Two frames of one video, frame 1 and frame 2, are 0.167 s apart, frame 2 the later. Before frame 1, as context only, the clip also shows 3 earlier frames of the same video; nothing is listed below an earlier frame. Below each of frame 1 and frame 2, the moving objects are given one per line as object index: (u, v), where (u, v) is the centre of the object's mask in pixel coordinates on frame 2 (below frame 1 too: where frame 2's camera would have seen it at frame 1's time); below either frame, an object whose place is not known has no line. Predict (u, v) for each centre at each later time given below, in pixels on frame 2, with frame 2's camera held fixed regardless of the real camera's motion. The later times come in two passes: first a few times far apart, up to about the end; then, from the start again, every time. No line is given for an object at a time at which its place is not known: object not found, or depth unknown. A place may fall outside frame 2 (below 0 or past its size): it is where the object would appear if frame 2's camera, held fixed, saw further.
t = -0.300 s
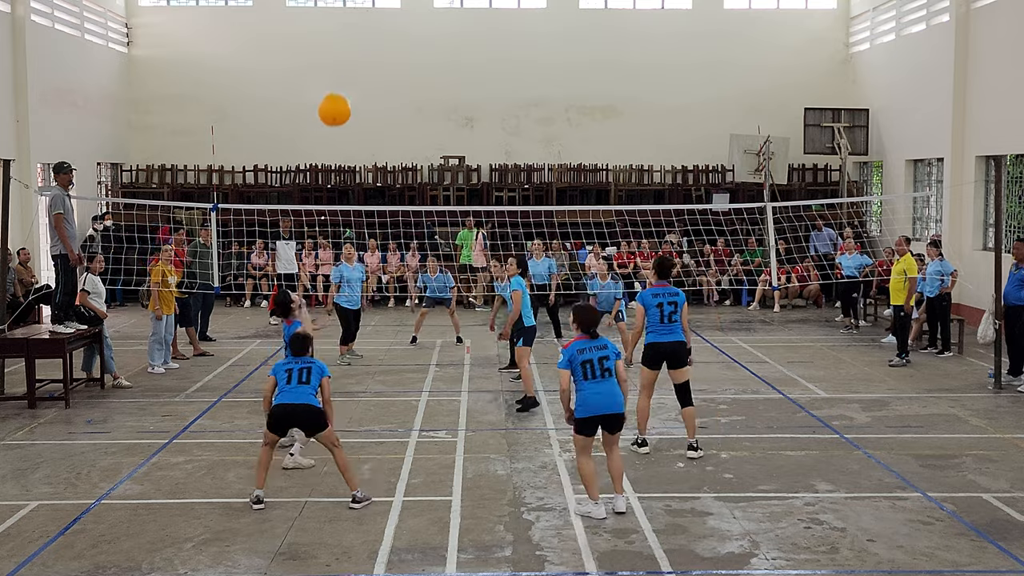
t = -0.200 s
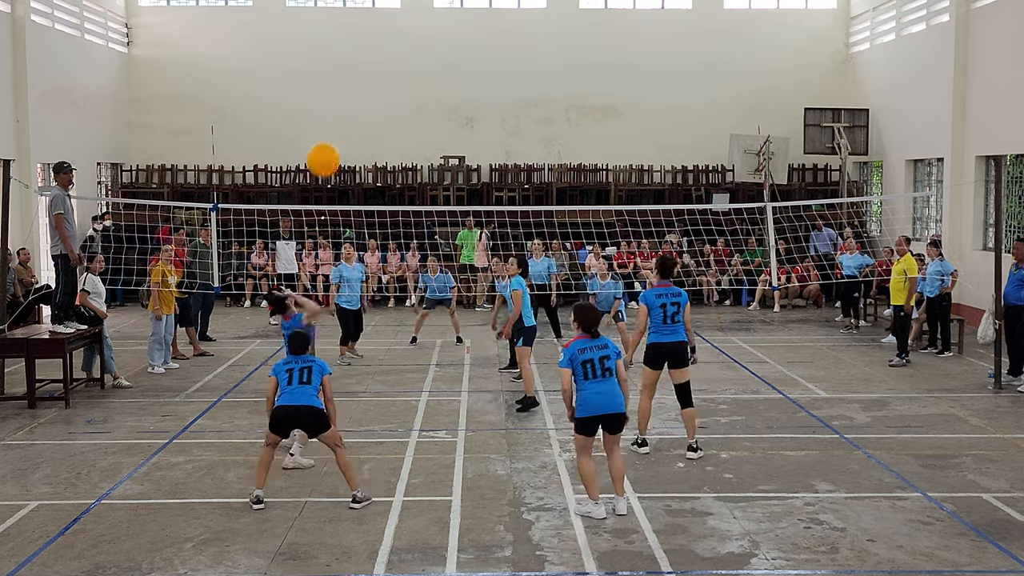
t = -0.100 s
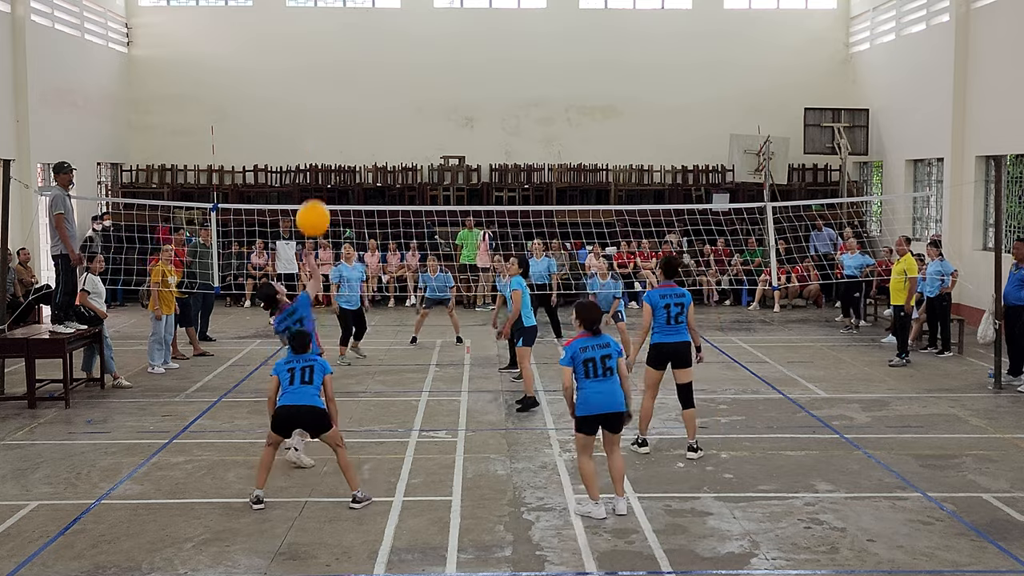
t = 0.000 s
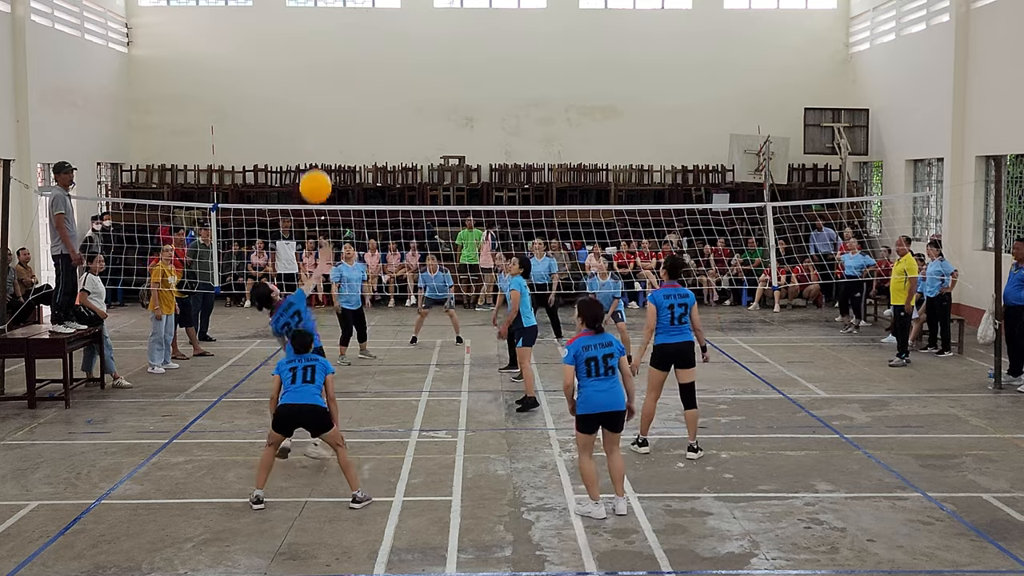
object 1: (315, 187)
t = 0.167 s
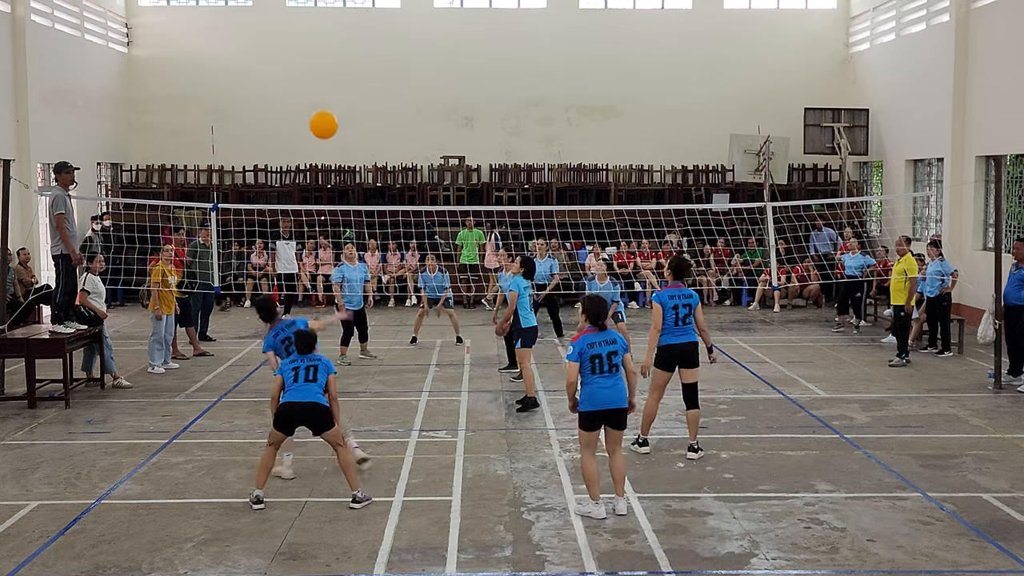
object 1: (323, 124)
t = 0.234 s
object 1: (329, 111)
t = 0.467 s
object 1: (345, 102)
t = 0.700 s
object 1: (357, 137)
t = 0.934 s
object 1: (364, 198)
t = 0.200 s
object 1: (326, 117)
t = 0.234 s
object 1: (329, 111)
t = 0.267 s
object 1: (331, 106)
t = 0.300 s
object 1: (334, 103)
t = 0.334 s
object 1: (336, 101)
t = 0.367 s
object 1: (338, 99)
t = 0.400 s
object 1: (340, 99)
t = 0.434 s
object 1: (342, 100)
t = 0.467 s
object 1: (345, 102)
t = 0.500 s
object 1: (346, 104)
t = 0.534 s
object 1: (348, 108)
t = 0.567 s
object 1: (350, 112)
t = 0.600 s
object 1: (352, 117)
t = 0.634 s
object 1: (354, 123)
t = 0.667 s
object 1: (355, 130)
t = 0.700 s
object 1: (357, 137)
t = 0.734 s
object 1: (358, 144)
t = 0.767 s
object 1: (359, 152)
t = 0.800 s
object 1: (360, 162)
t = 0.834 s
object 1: (361, 171)
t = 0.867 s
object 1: (363, 180)
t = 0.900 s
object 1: (363, 190)
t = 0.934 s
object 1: (364, 198)
